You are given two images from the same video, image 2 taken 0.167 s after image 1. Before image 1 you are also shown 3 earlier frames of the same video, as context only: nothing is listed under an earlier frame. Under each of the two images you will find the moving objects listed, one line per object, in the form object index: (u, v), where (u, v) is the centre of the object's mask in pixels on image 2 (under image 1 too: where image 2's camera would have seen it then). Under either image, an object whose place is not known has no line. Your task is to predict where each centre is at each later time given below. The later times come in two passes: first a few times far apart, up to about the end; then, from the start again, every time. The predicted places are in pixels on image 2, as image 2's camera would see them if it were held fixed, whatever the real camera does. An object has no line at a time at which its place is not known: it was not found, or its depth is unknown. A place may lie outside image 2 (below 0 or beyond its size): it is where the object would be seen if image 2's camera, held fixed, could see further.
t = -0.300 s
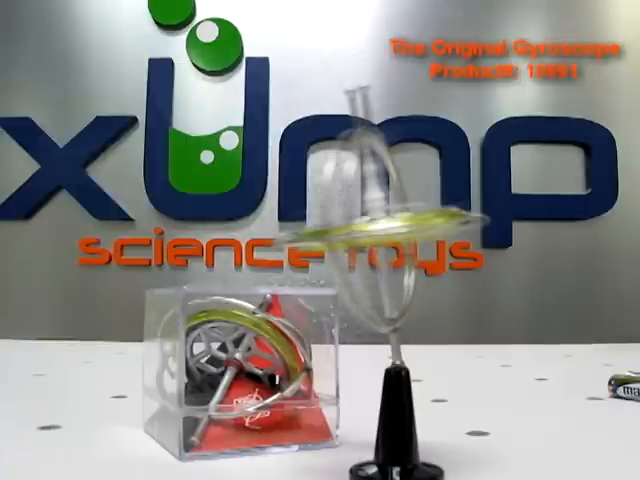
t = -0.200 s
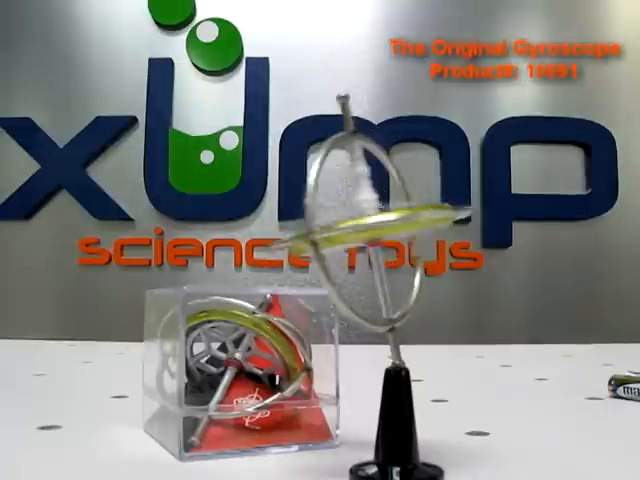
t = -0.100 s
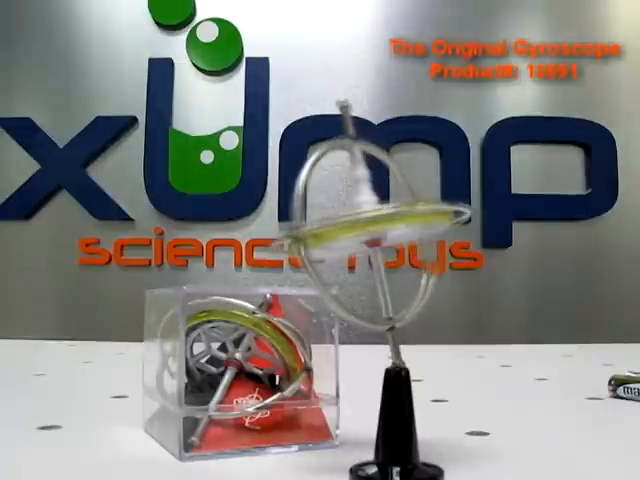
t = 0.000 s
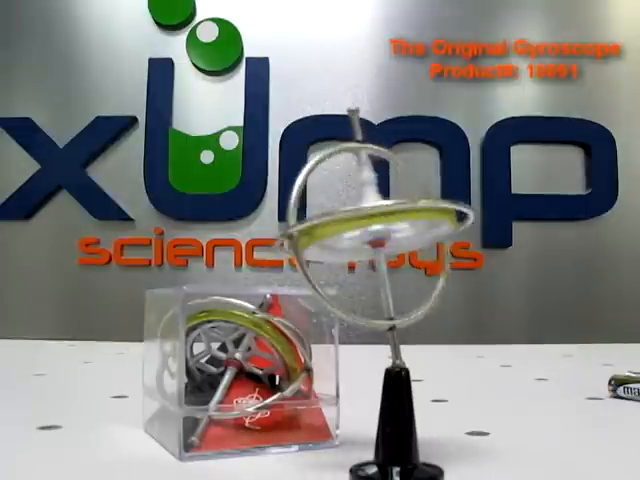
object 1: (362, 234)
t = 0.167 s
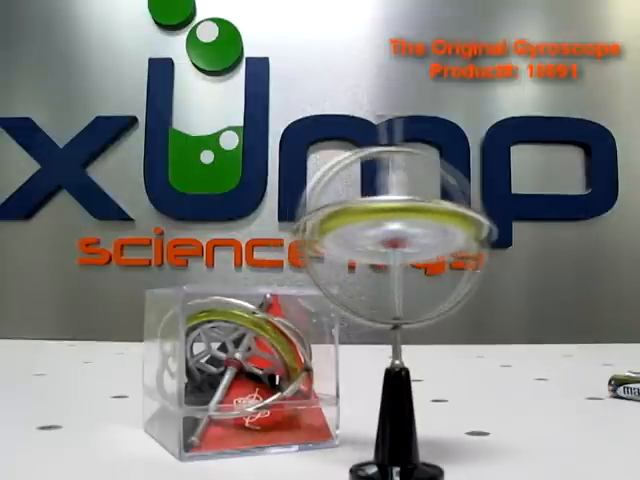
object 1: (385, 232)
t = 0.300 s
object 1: (415, 234)
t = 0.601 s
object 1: (433, 229)
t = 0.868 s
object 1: (388, 227)
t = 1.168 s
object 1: (365, 233)
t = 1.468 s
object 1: (406, 236)
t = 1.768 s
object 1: (431, 229)
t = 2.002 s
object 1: (399, 227)
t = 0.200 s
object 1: (397, 237)
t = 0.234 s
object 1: (401, 237)
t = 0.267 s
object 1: (408, 237)
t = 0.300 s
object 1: (415, 234)
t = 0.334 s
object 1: (417, 236)
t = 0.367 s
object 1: (422, 234)
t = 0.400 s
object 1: (426, 235)
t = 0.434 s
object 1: (436, 228)
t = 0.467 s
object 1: (432, 234)
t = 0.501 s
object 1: (440, 228)
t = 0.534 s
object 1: (435, 231)
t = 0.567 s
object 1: (440, 226)
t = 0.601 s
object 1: (433, 229)
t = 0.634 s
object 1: (432, 223)
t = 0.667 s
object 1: (429, 225)
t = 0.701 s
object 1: (426, 218)
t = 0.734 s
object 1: (415, 225)
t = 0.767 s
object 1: (408, 216)
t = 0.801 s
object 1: (402, 227)
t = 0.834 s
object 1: (399, 222)
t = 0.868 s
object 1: (388, 227)
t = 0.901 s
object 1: (389, 217)
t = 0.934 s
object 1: (375, 228)
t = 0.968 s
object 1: (376, 219)
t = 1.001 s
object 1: (366, 230)
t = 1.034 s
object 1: (362, 229)
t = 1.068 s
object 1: (362, 232)
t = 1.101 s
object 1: (362, 232)
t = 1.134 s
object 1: (363, 233)
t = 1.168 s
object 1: (365, 233)
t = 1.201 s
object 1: (366, 235)
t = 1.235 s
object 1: (363, 229)
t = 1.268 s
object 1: (377, 230)
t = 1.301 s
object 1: (377, 235)
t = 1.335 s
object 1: (383, 238)
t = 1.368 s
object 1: (388, 235)
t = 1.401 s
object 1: (392, 238)
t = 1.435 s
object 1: (402, 233)
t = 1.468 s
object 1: (406, 236)
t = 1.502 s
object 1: (411, 234)
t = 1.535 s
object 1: (418, 230)
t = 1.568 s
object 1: (417, 233)
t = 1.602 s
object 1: (425, 230)
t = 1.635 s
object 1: (425, 231)
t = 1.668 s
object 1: (433, 230)
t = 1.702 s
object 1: (433, 230)
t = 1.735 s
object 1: (431, 231)
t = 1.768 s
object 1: (431, 229)
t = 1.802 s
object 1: (429, 227)
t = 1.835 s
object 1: (426, 224)
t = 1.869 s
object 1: (423, 228)
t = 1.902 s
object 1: (415, 223)
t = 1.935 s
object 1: (412, 227)
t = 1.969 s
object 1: (407, 225)
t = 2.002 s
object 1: (399, 227)
